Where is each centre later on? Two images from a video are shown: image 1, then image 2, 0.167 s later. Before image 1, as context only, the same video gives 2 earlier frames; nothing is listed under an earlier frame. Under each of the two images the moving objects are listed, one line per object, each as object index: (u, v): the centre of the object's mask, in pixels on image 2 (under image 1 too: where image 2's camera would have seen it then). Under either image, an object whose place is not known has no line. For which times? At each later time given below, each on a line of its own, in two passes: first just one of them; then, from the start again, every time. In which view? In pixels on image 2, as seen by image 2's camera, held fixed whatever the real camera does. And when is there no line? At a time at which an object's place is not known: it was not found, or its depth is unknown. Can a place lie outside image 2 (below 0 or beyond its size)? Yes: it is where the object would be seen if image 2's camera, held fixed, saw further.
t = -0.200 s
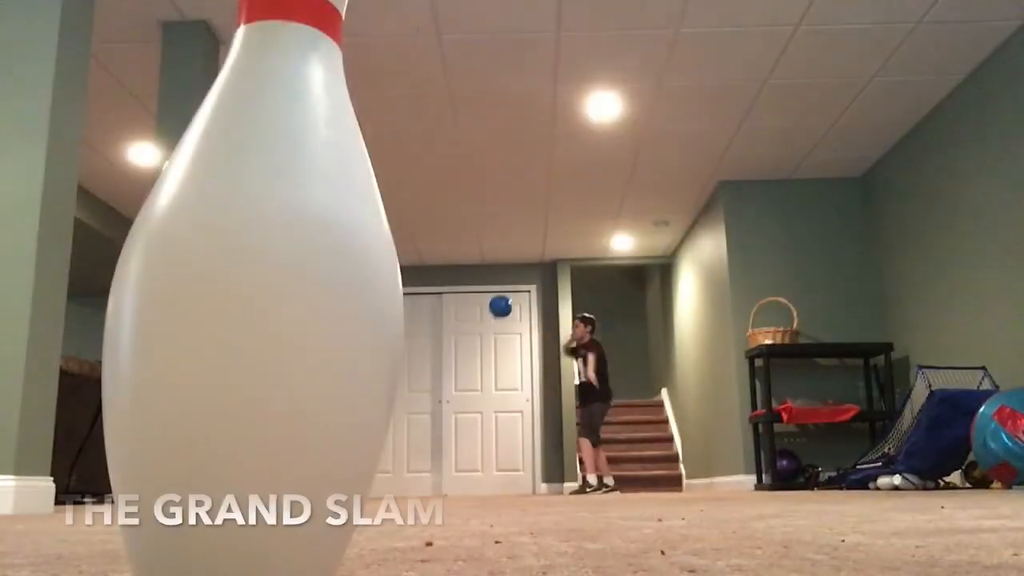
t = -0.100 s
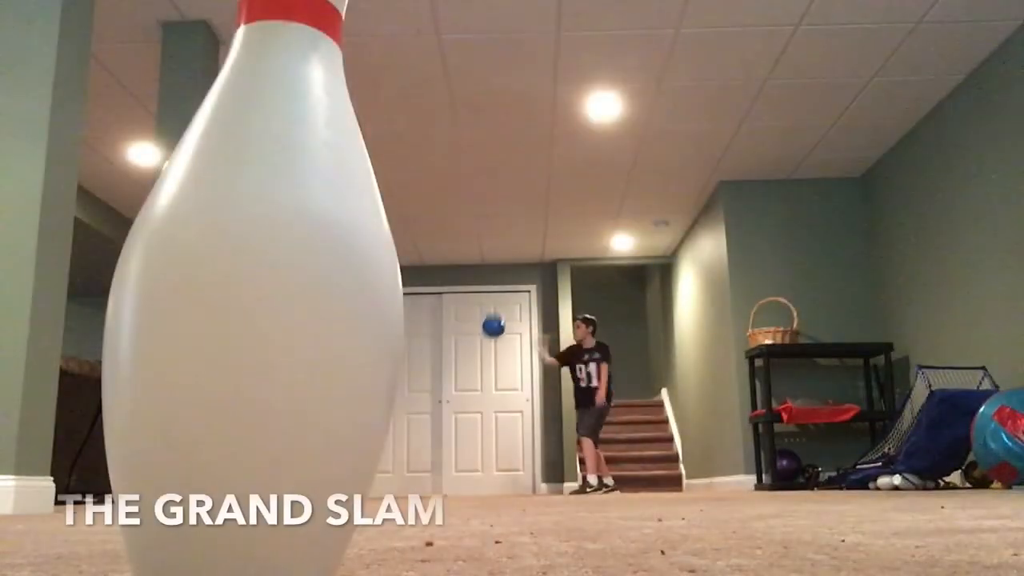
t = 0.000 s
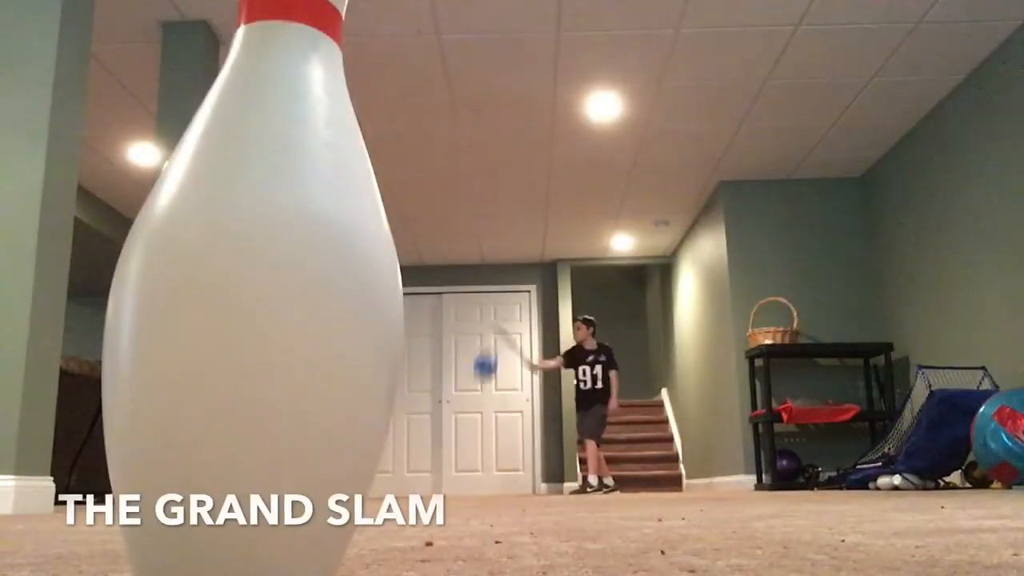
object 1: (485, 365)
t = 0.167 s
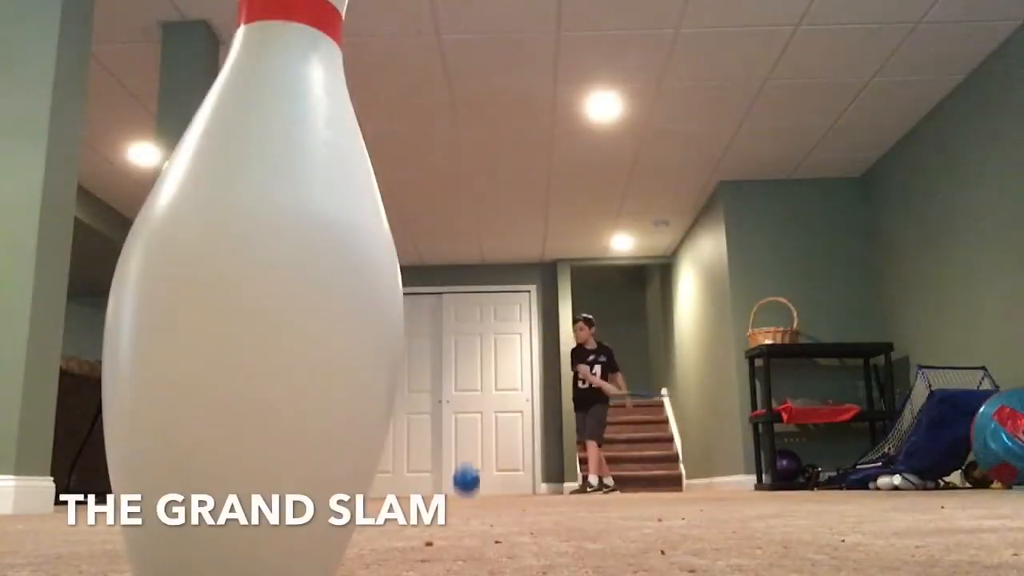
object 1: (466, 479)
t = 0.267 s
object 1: (468, 434)
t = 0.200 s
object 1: (467, 463)
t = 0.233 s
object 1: (467, 448)
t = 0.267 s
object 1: (468, 434)
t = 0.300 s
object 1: (469, 421)
